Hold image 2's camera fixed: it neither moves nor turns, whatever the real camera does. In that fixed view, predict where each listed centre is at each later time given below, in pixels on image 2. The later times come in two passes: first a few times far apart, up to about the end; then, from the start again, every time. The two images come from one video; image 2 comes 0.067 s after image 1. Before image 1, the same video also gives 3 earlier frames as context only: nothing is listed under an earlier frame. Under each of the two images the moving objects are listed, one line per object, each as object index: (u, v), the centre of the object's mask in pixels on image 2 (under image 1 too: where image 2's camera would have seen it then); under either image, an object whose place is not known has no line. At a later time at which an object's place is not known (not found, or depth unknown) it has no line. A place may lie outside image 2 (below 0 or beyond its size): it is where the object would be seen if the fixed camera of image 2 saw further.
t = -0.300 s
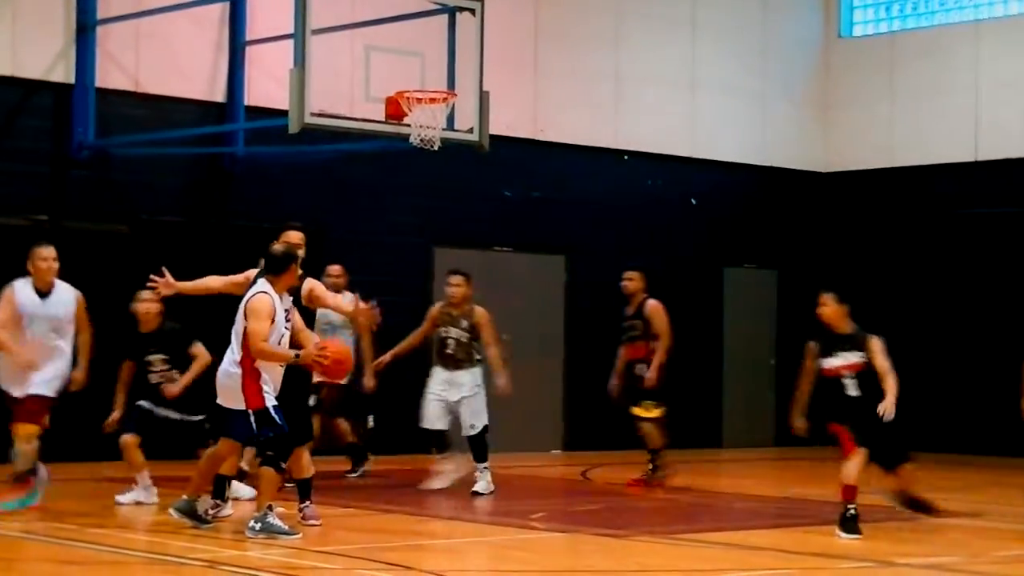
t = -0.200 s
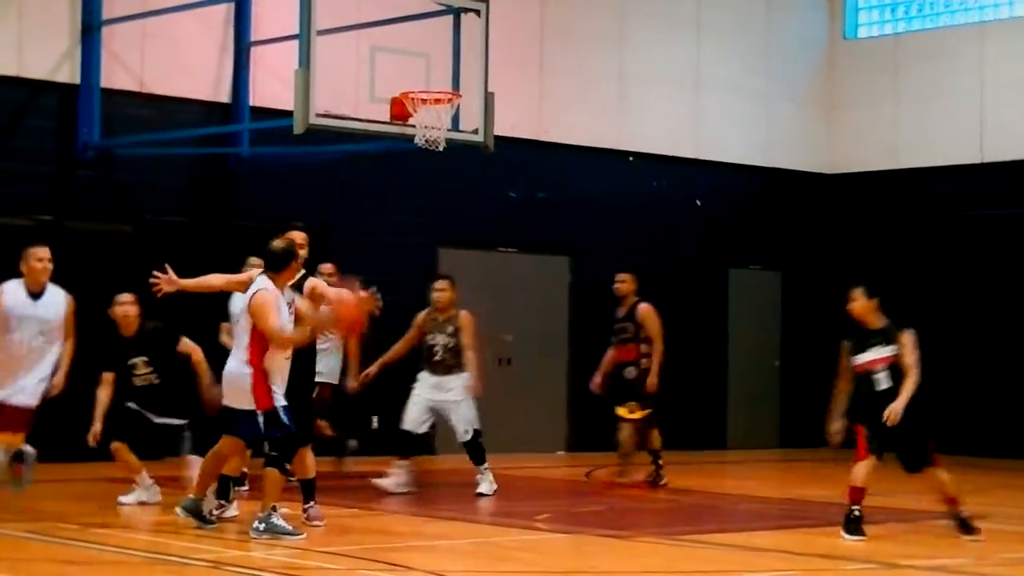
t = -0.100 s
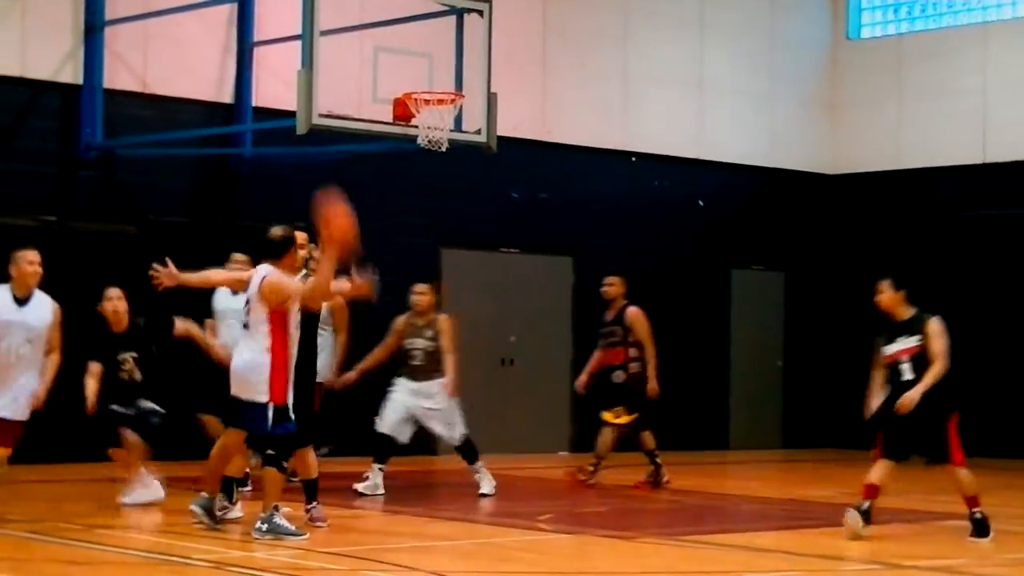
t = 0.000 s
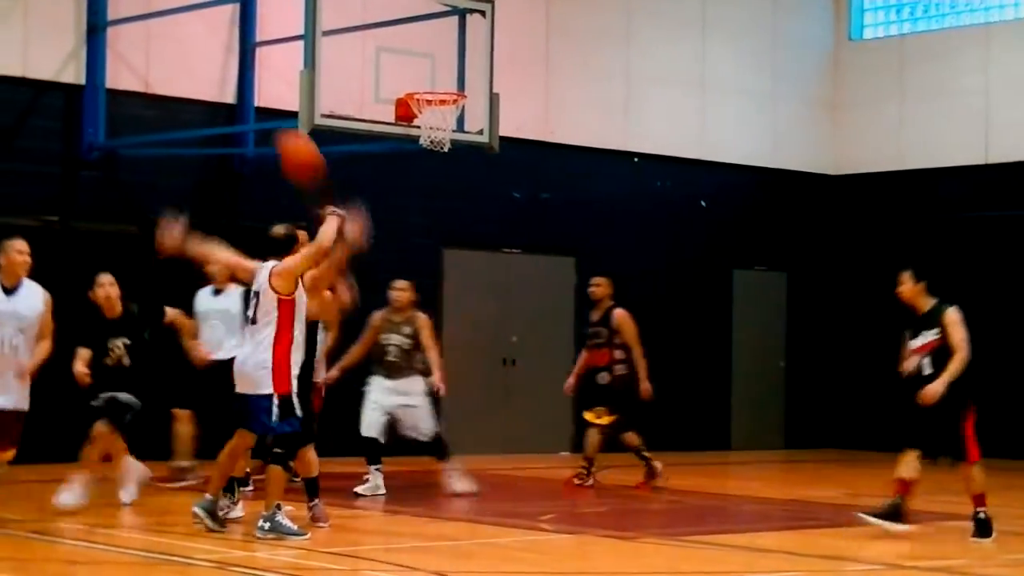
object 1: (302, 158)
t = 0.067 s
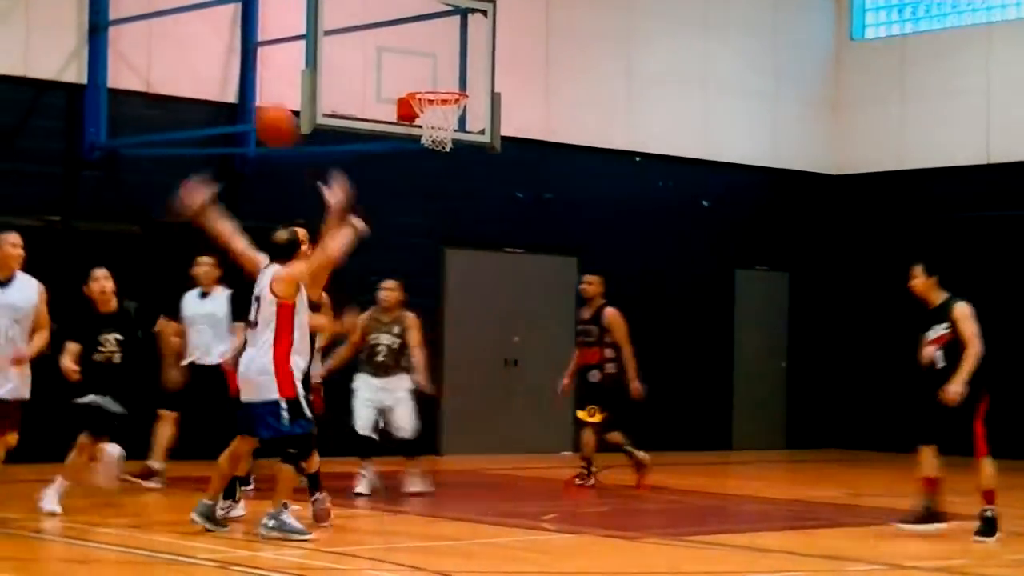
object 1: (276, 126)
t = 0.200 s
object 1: (224, 83)
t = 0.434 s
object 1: (146, 82)
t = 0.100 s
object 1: (261, 111)
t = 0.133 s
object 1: (248, 98)
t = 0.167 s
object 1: (237, 91)
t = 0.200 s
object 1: (224, 83)
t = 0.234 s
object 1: (212, 77)
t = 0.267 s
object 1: (200, 74)
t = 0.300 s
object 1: (189, 72)
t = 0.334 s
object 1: (178, 72)
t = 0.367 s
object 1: (167, 74)
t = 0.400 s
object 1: (157, 77)
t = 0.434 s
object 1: (146, 82)
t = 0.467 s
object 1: (137, 88)
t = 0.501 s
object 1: (127, 97)
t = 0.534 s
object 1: (118, 104)
